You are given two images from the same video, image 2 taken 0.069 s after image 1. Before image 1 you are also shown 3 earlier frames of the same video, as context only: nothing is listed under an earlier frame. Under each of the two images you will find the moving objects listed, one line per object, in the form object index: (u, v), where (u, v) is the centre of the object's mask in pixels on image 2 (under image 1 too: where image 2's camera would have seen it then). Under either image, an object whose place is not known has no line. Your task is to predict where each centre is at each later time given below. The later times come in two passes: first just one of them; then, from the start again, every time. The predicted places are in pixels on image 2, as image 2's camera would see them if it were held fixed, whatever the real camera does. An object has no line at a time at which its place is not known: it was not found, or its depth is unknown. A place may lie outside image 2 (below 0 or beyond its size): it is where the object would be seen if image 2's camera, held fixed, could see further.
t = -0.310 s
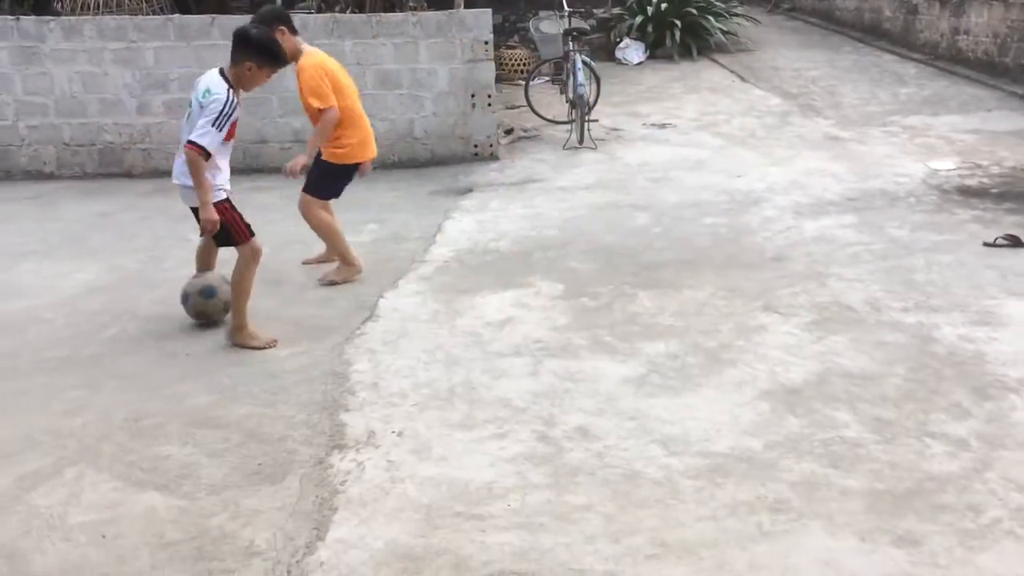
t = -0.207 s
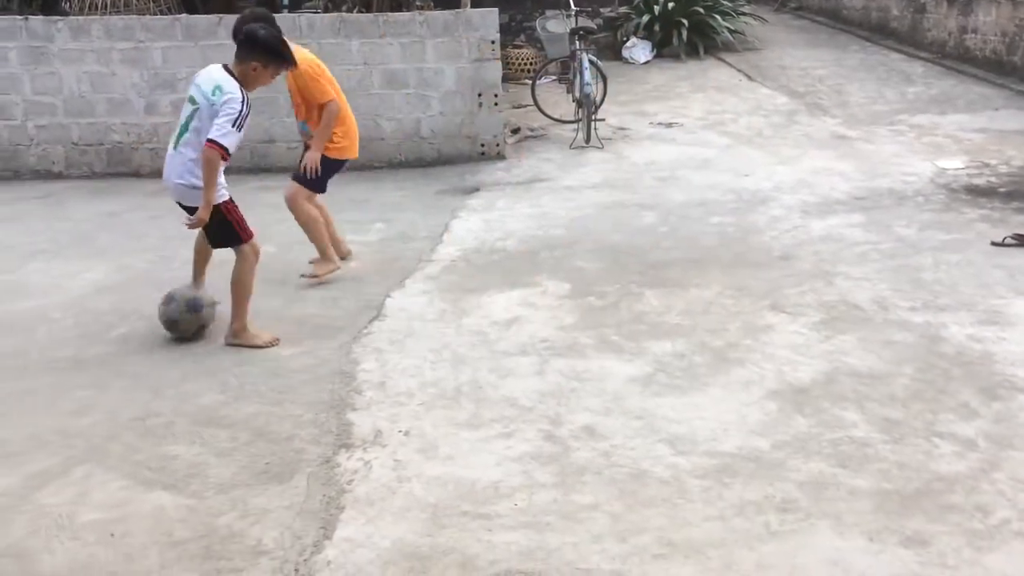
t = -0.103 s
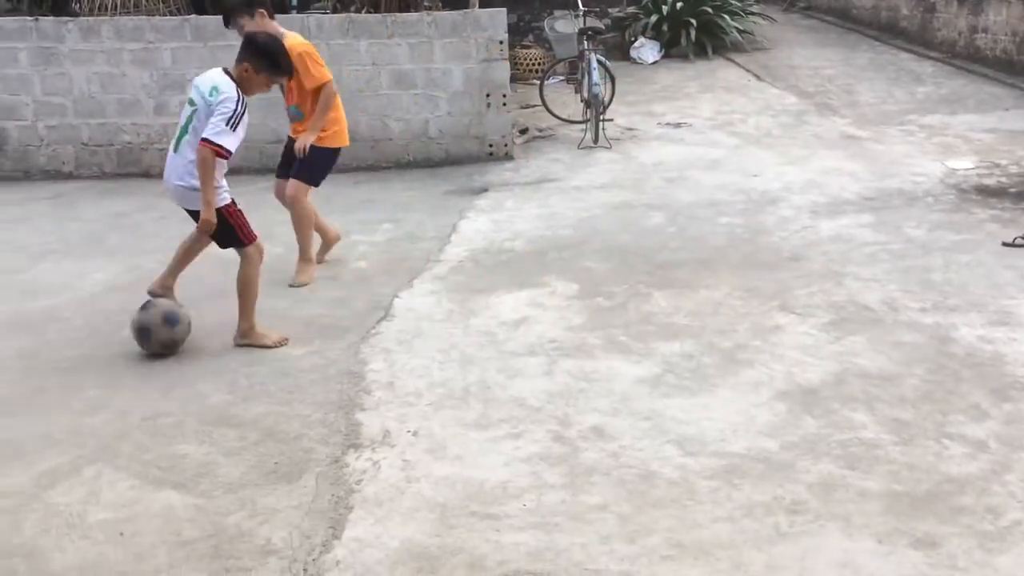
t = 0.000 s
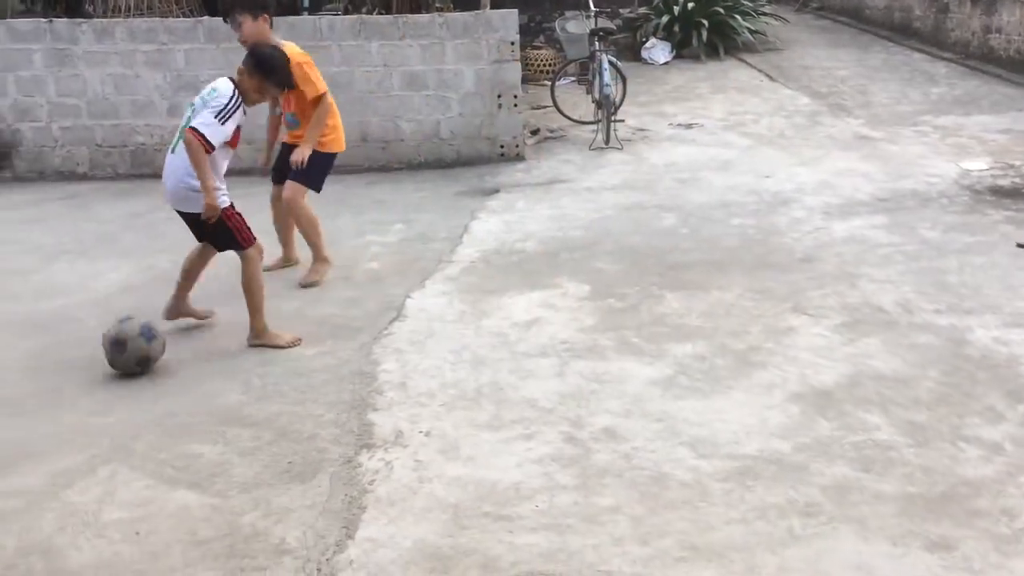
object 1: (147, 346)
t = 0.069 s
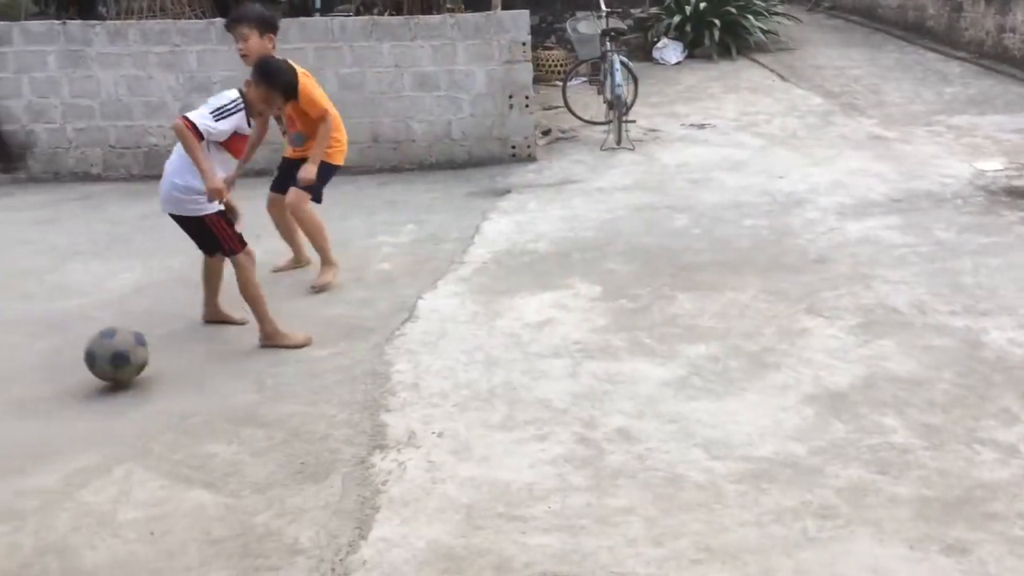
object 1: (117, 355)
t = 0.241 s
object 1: (42, 380)
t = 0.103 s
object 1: (102, 361)
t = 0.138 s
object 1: (87, 371)
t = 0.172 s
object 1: (71, 374)
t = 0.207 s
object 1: (57, 376)
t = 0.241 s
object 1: (42, 380)
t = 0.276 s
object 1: (27, 388)
